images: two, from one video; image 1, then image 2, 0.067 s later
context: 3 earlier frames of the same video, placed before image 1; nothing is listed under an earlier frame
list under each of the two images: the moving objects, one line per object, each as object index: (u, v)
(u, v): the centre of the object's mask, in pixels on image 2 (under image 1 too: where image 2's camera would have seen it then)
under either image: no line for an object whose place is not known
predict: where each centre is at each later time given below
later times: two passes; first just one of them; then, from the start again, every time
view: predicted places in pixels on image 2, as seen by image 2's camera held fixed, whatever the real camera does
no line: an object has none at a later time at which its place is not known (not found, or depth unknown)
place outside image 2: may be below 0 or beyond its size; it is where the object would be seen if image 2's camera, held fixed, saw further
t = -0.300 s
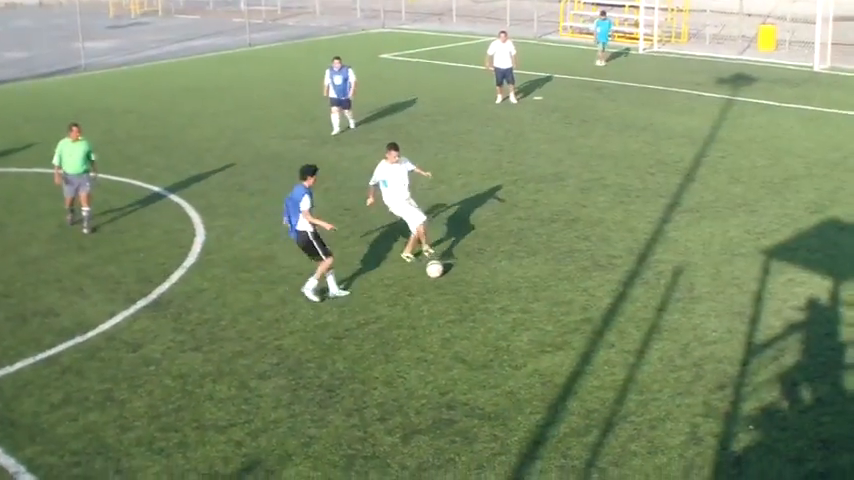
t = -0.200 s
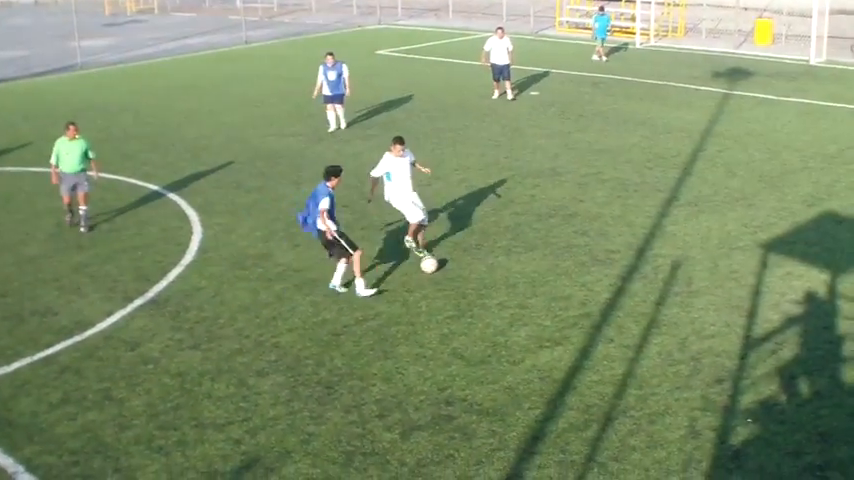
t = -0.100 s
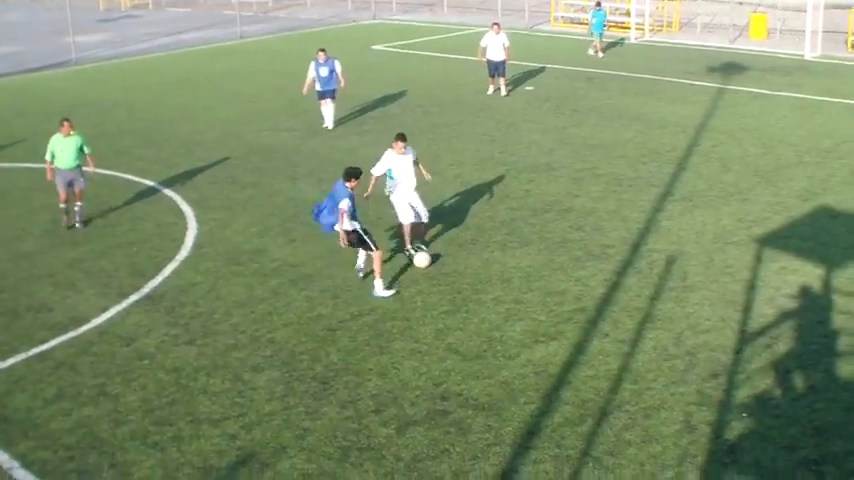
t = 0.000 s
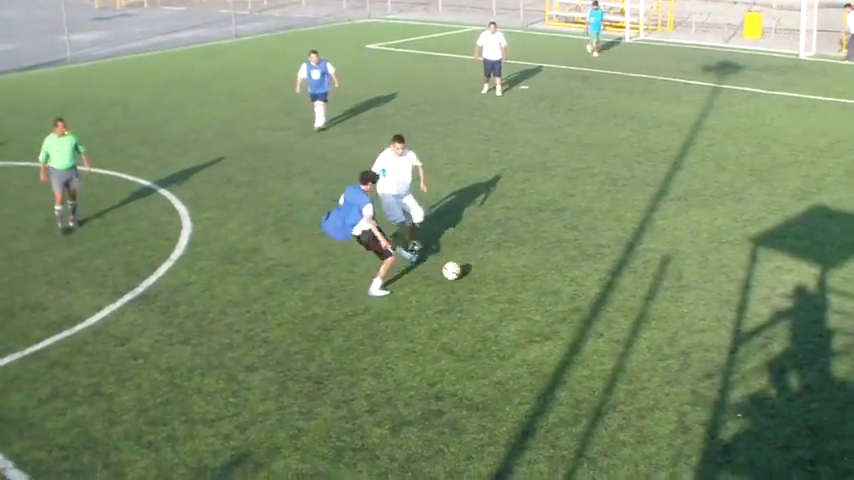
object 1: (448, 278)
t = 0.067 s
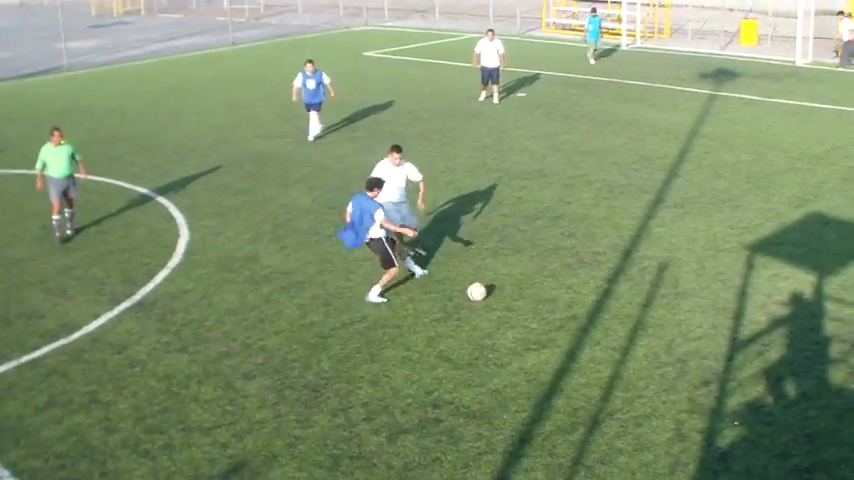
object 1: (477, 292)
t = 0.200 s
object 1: (529, 313)
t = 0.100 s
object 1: (490, 297)
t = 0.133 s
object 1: (503, 301)
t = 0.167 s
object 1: (516, 306)
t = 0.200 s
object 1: (529, 313)
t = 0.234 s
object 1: (542, 318)
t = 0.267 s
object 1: (555, 322)
